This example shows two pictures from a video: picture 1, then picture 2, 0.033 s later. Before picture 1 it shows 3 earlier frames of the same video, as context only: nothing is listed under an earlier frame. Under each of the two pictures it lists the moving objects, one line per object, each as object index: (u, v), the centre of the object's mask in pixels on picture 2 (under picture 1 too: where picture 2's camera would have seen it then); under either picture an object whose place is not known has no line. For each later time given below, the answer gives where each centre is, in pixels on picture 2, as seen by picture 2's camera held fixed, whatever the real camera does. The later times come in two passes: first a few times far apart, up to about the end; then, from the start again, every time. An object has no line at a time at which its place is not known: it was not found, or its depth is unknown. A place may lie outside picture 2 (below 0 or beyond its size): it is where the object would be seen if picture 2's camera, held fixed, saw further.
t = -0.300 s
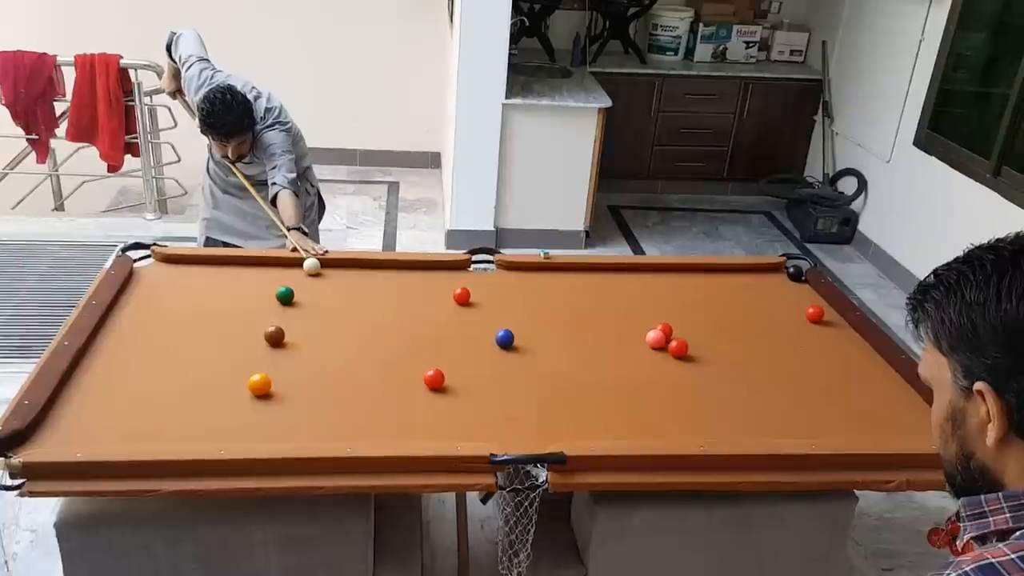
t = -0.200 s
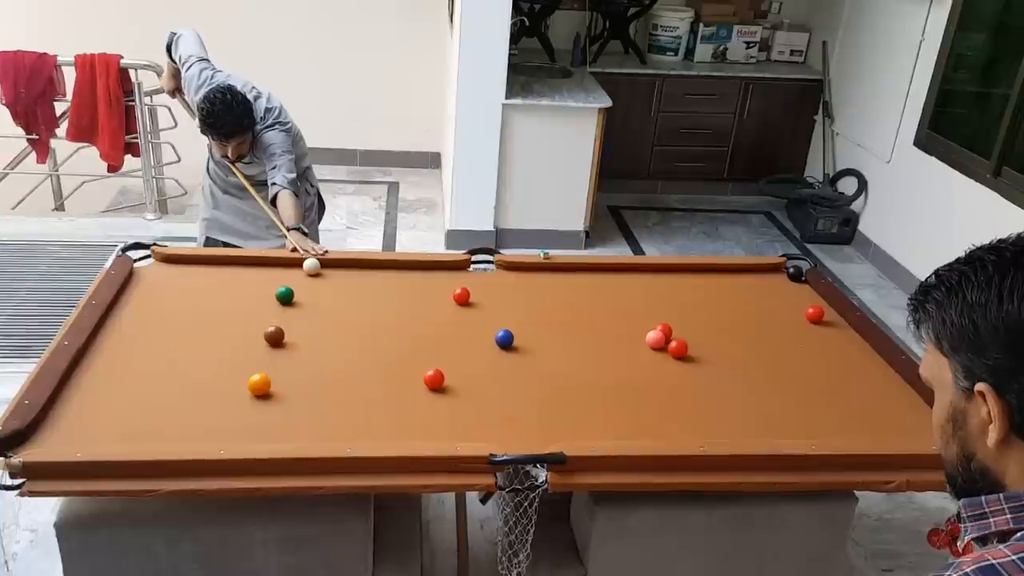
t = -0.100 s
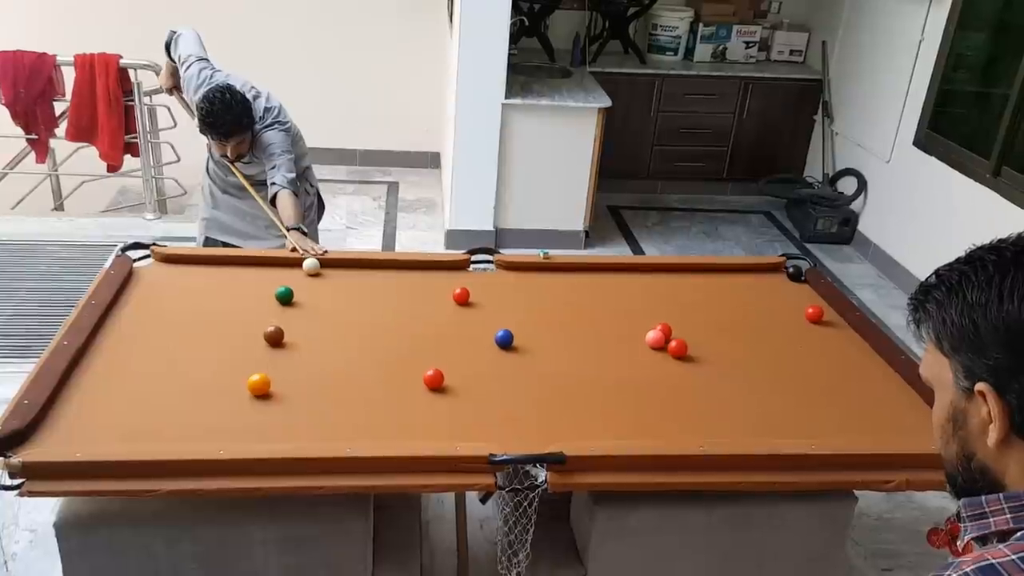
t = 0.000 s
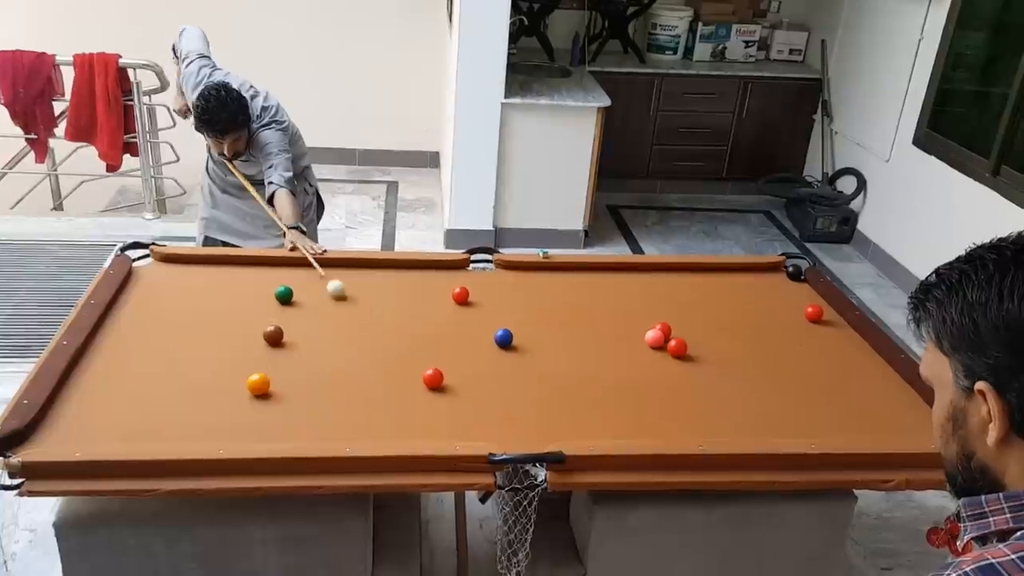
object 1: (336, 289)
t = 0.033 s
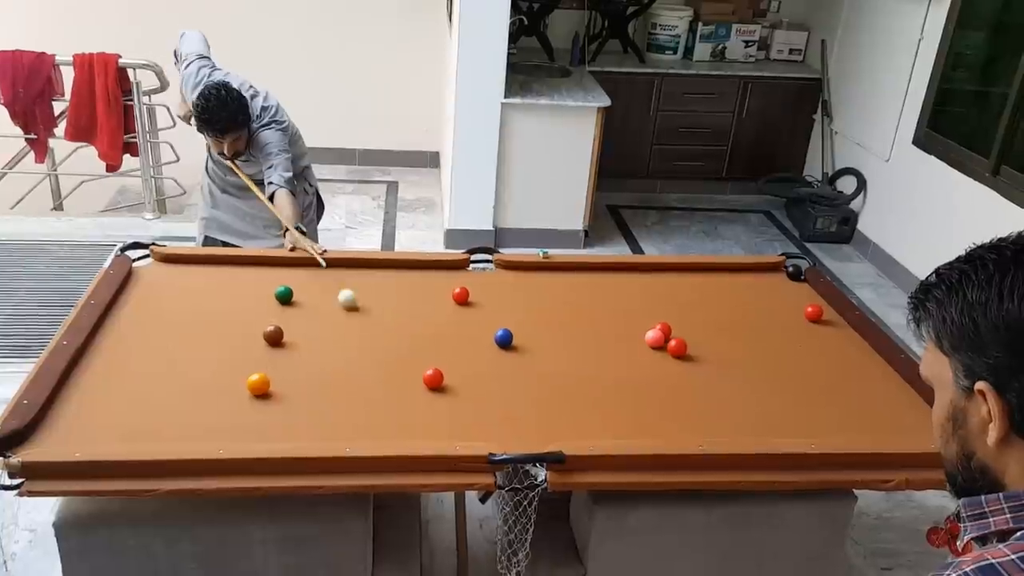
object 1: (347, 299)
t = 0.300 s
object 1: (422, 371)
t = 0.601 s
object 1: (448, 404)
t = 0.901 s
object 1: (478, 435)
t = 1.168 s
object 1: (495, 423)
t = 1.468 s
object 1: (509, 411)
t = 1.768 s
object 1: (519, 403)
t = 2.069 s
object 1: (525, 400)
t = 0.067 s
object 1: (359, 309)
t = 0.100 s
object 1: (371, 321)
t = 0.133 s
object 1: (384, 333)
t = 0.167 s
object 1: (397, 345)
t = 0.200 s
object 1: (410, 357)
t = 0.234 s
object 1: (420, 367)
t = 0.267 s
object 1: (421, 369)
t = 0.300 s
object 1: (422, 371)
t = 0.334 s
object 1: (423, 373)
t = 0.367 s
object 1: (425, 376)
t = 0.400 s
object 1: (428, 380)
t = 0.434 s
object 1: (431, 384)
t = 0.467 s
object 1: (435, 388)
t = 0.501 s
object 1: (438, 392)
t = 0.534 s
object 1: (442, 396)
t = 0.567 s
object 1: (445, 400)
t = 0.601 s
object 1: (448, 404)
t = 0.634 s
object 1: (452, 408)
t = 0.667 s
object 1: (456, 412)
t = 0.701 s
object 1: (459, 417)
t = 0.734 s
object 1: (462, 421)
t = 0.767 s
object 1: (465, 425)
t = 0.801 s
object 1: (469, 429)
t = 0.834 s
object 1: (473, 432)
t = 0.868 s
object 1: (475, 435)
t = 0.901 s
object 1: (478, 435)
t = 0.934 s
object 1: (480, 433)
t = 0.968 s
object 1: (483, 433)
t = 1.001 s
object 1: (485, 431)
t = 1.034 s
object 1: (487, 430)
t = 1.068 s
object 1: (489, 428)
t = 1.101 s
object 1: (491, 426)
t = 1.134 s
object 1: (493, 425)
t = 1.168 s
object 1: (495, 423)
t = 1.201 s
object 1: (497, 421)
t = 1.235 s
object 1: (498, 420)
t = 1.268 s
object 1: (500, 418)
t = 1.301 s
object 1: (502, 417)
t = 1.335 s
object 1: (504, 416)
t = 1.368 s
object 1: (505, 415)
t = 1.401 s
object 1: (506, 413)
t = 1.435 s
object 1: (508, 412)
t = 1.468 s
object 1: (509, 411)
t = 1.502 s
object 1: (511, 410)
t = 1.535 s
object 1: (512, 409)
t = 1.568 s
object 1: (513, 408)
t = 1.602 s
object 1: (514, 407)
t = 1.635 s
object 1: (515, 406)
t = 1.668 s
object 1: (516, 405)
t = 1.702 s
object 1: (518, 404)
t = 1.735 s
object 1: (519, 404)
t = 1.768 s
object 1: (519, 403)
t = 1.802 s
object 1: (520, 403)
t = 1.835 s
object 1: (521, 402)
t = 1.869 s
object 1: (521, 401)
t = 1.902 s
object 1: (522, 401)
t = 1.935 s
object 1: (523, 401)
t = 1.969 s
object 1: (523, 400)
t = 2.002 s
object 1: (524, 400)
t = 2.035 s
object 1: (525, 400)
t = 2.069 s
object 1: (525, 400)
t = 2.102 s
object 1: (525, 400)
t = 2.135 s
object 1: (525, 399)
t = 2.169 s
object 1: (525, 399)
